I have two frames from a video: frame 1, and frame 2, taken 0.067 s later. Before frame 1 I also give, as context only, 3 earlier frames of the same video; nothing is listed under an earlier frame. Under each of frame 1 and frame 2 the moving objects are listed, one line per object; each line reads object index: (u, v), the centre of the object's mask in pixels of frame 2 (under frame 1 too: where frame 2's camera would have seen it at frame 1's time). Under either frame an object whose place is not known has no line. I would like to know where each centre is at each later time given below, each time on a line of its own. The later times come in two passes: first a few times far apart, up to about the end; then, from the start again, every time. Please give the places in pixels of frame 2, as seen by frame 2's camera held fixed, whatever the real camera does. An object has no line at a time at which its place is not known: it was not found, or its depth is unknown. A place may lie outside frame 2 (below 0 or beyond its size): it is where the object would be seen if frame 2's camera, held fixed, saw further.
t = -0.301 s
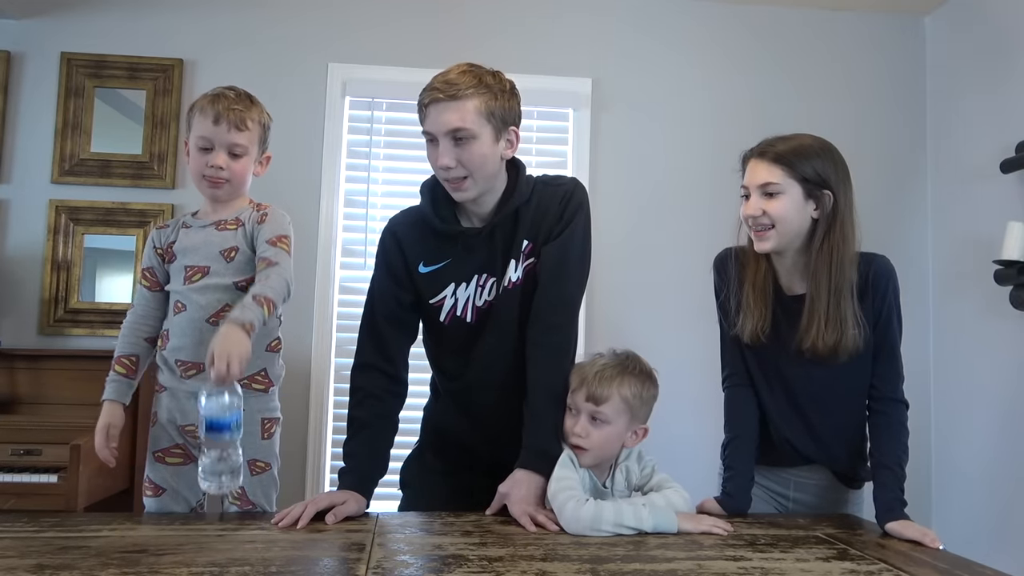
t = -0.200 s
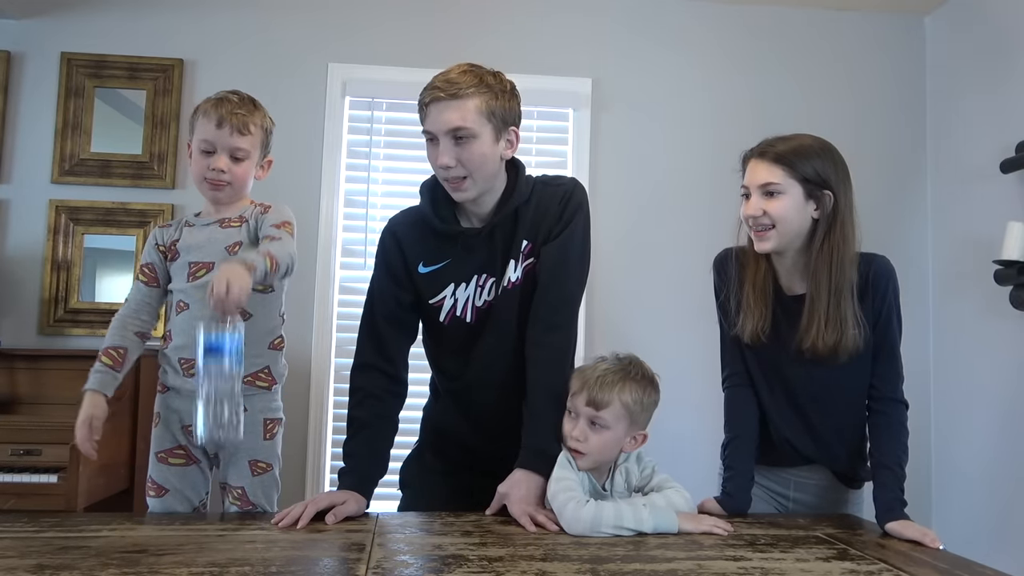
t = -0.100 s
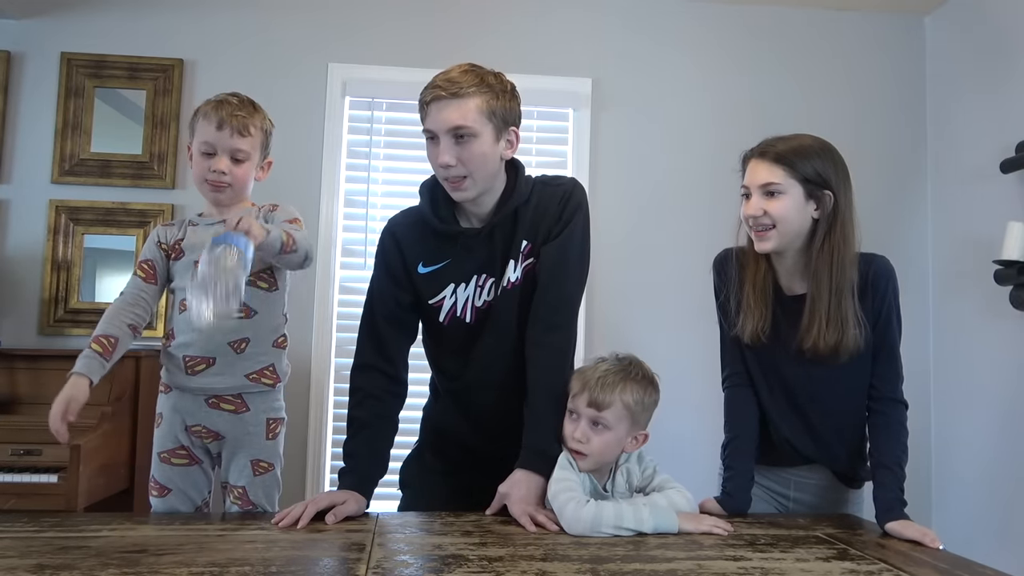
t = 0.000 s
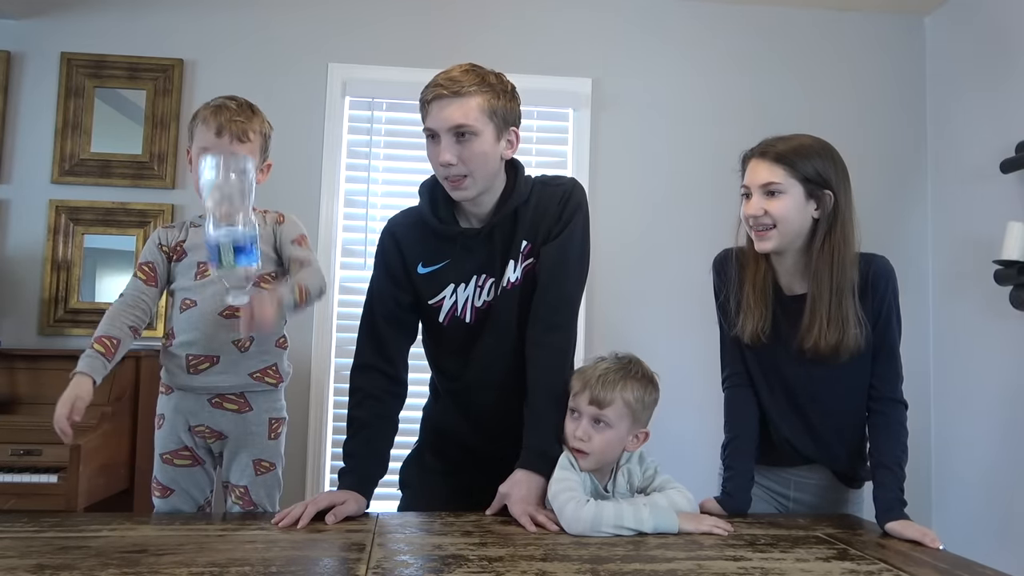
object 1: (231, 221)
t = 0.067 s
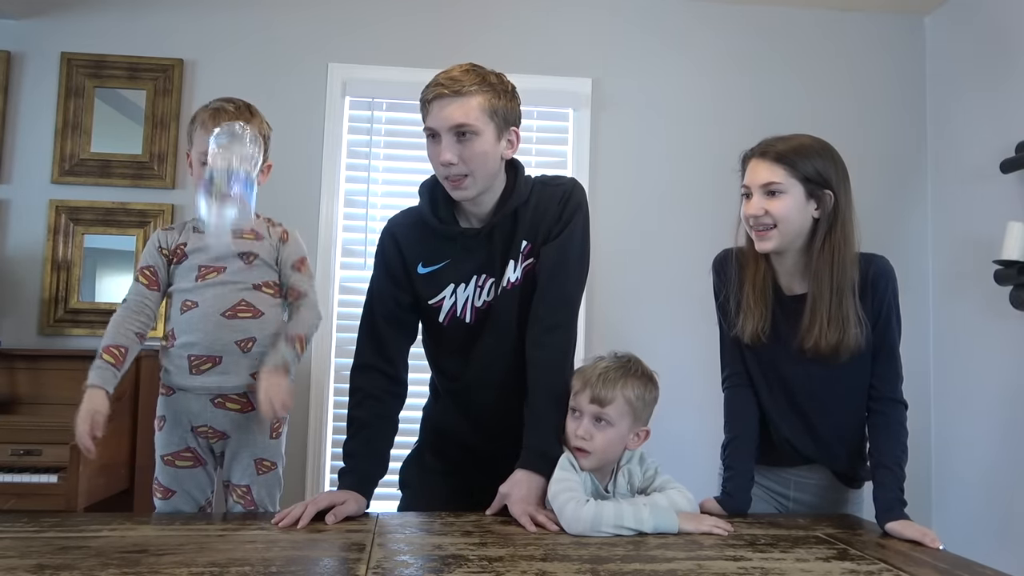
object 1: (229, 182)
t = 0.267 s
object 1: (239, 243)
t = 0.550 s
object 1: (250, 491)
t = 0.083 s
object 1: (229, 172)
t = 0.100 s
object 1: (229, 171)
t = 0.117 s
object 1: (229, 155)
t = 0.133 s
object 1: (231, 150)
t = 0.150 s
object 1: (233, 150)
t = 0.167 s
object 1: (235, 156)
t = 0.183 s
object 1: (236, 165)
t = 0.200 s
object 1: (237, 175)
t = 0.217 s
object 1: (238, 187)
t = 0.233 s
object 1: (238, 204)
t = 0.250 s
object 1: (239, 222)
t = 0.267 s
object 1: (239, 243)
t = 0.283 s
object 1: (239, 265)
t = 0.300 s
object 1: (240, 290)
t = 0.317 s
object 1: (239, 318)
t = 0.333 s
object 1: (240, 354)
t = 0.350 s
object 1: (238, 383)
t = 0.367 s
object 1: (238, 421)
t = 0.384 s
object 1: (237, 452)
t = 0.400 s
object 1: (237, 489)
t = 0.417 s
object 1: (239, 493)
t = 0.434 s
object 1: (242, 491)
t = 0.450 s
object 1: (243, 492)
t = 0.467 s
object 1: (244, 491)
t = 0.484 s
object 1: (245, 490)
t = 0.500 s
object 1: (247, 489)
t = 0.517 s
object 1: (248, 490)
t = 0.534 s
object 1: (249, 490)
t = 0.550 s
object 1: (250, 491)
